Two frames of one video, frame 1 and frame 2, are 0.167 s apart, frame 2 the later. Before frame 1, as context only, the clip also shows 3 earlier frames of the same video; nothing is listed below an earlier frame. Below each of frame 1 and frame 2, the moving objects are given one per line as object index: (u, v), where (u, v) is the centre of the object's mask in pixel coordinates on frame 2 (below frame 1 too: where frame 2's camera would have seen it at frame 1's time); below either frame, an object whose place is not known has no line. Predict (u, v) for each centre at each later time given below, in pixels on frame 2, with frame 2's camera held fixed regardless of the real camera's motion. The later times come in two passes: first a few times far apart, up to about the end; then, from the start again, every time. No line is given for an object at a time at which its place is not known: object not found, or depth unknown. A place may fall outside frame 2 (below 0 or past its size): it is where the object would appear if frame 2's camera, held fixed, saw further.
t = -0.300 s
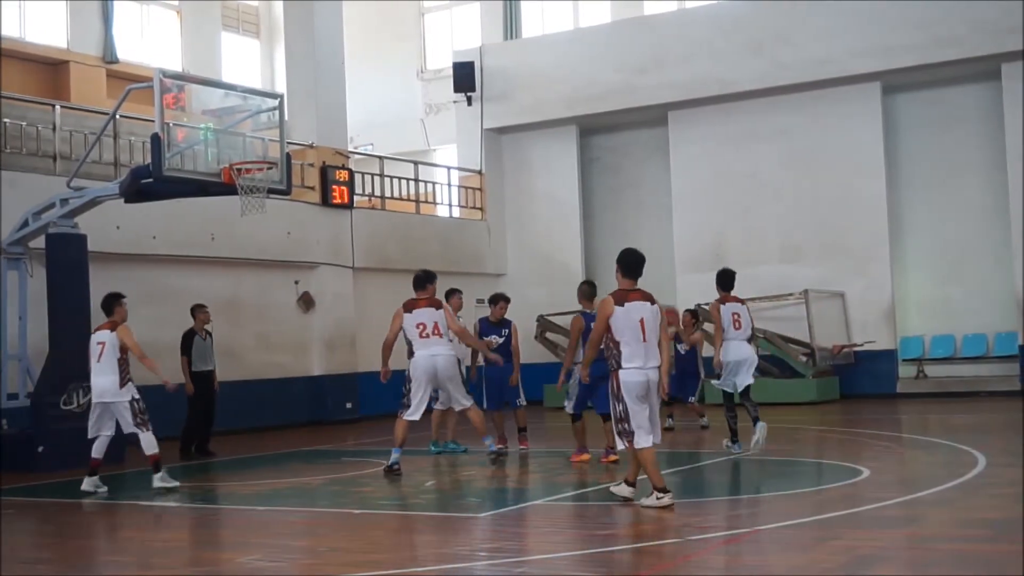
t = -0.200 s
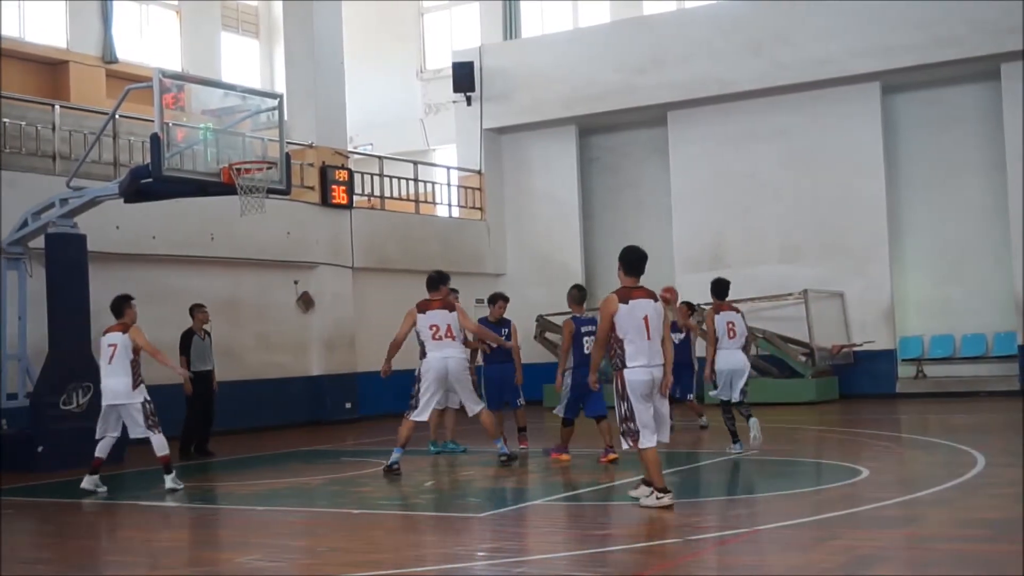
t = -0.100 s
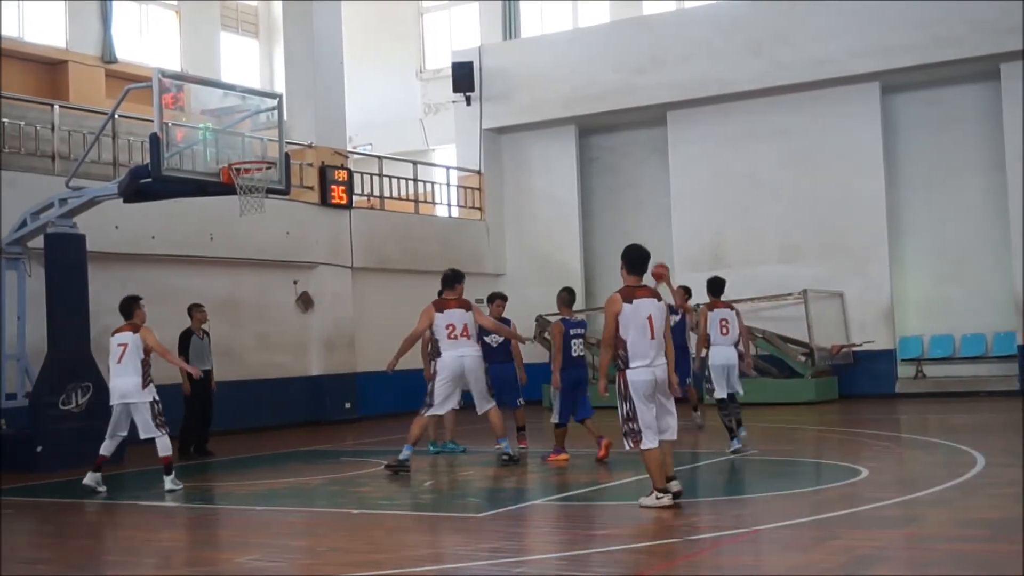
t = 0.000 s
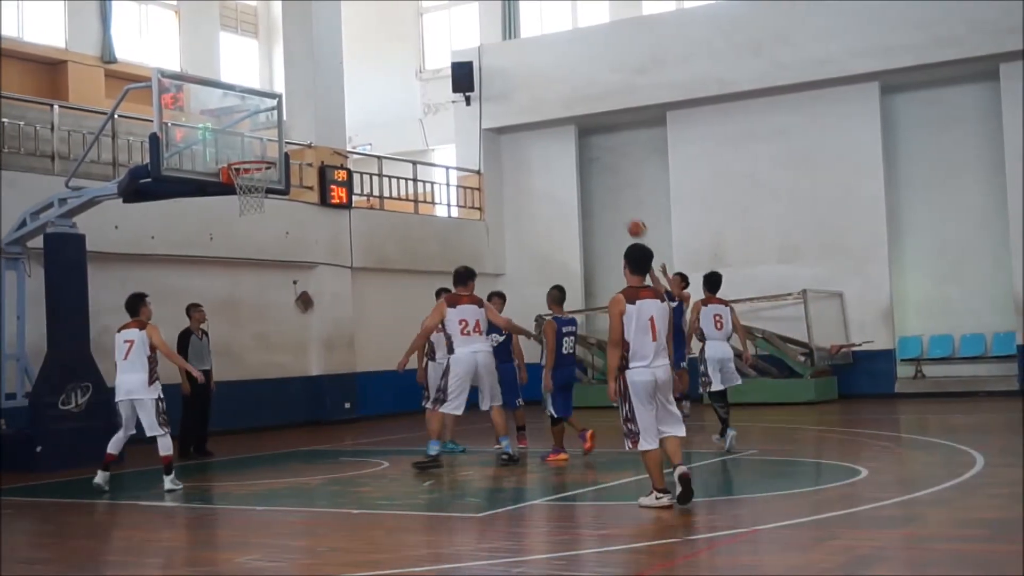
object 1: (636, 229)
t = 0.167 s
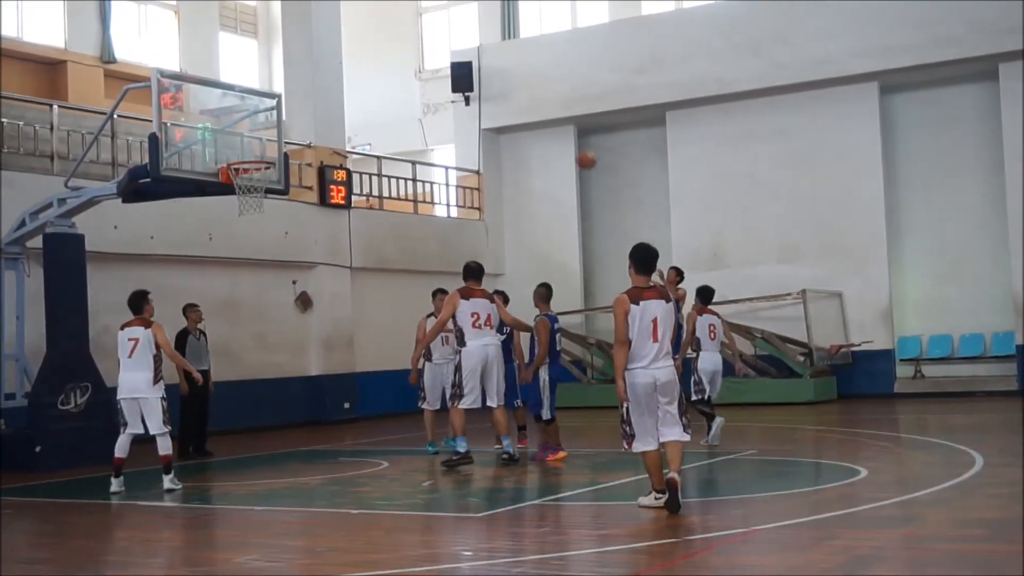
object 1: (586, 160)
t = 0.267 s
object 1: (555, 127)
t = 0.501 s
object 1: (480, 77)
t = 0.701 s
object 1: (414, 69)
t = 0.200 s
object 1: (576, 147)
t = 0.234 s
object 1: (565, 137)
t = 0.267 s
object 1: (555, 127)
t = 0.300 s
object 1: (544, 117)
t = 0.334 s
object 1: (533, 108)
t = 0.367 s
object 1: (523, 100)
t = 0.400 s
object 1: (512, 93)
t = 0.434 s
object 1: (502, 87)
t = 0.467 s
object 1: (492, 82)
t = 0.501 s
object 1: (480, 77)
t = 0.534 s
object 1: (468, 73)
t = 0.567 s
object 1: (460, 70)
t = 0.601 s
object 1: (449, 70)
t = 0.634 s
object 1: (436, 69)
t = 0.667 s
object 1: (424, 68)
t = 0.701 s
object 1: (414, 69)
